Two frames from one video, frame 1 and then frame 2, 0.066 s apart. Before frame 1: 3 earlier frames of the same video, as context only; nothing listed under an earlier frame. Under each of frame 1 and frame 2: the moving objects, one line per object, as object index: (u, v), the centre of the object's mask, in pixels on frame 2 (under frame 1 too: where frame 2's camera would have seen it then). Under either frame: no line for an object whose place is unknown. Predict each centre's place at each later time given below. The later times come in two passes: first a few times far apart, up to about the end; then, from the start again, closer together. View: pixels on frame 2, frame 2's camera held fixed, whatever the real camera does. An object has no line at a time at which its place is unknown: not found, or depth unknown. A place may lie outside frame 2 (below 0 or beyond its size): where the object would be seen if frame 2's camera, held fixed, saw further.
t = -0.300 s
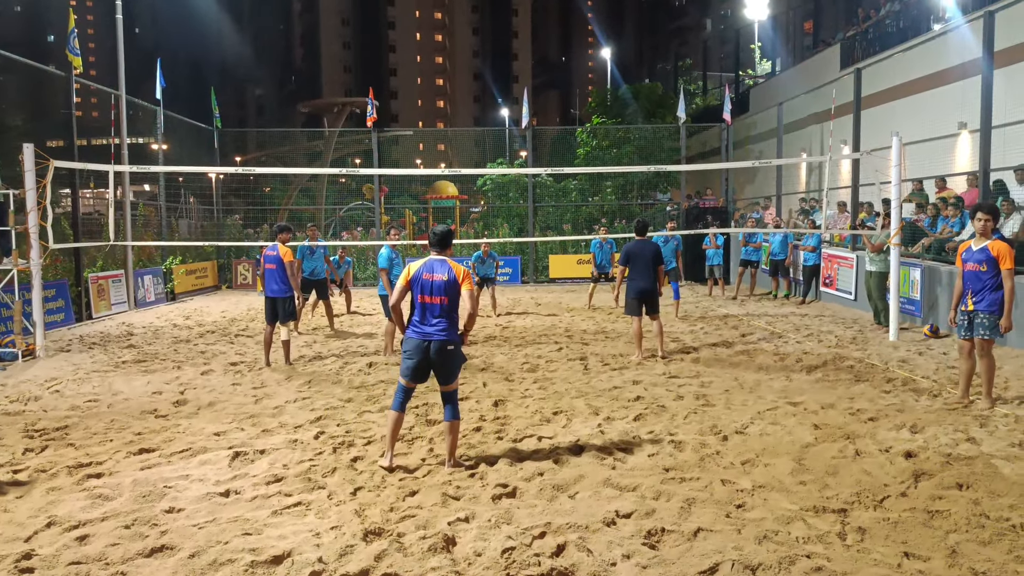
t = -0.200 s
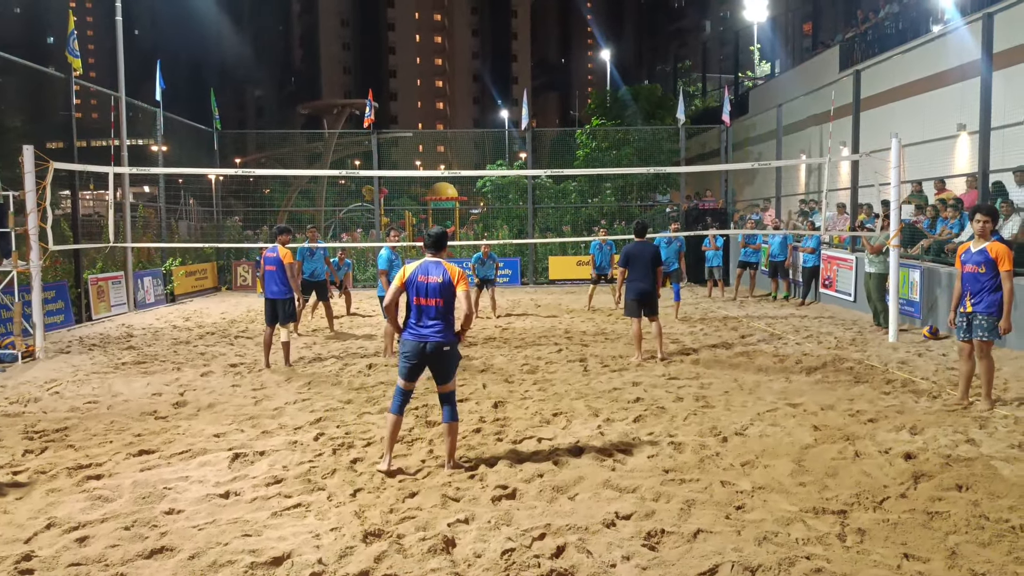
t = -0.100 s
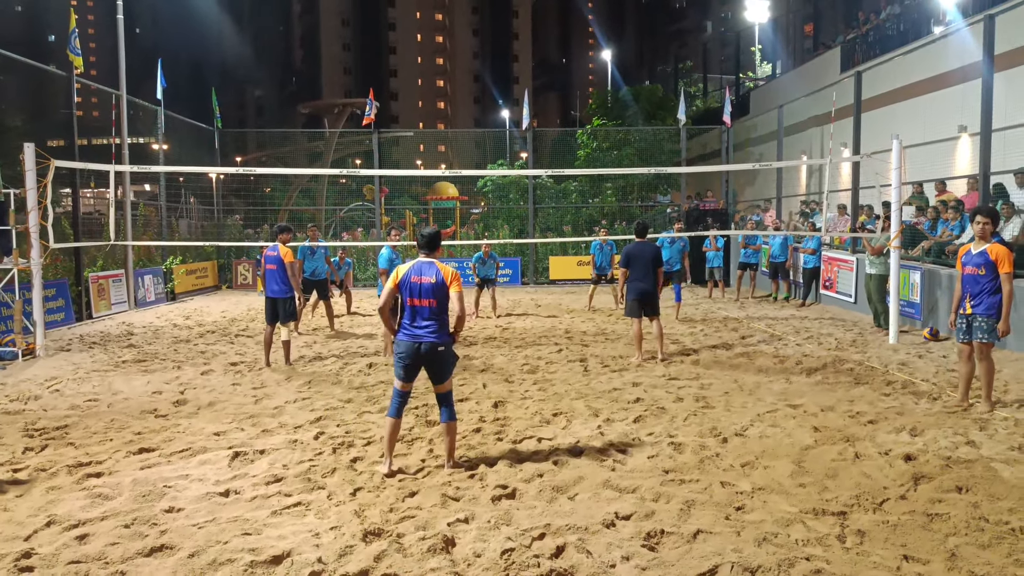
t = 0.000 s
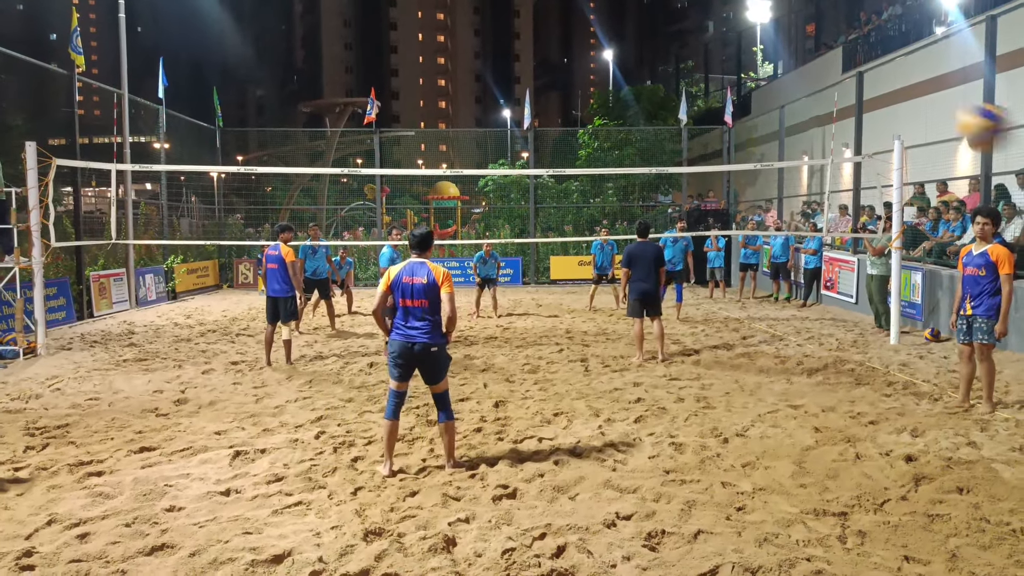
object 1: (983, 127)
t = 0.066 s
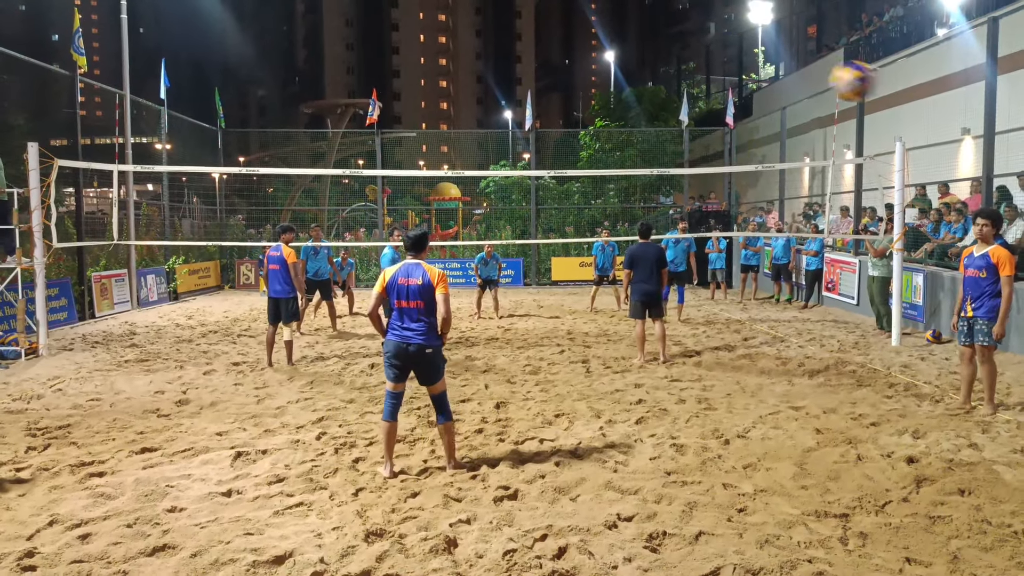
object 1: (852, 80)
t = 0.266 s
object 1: (649, 48)
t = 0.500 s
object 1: (535, 78)
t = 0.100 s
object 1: (806, 67)
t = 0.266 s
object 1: (649, 48)
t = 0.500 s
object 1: (535, 78)
